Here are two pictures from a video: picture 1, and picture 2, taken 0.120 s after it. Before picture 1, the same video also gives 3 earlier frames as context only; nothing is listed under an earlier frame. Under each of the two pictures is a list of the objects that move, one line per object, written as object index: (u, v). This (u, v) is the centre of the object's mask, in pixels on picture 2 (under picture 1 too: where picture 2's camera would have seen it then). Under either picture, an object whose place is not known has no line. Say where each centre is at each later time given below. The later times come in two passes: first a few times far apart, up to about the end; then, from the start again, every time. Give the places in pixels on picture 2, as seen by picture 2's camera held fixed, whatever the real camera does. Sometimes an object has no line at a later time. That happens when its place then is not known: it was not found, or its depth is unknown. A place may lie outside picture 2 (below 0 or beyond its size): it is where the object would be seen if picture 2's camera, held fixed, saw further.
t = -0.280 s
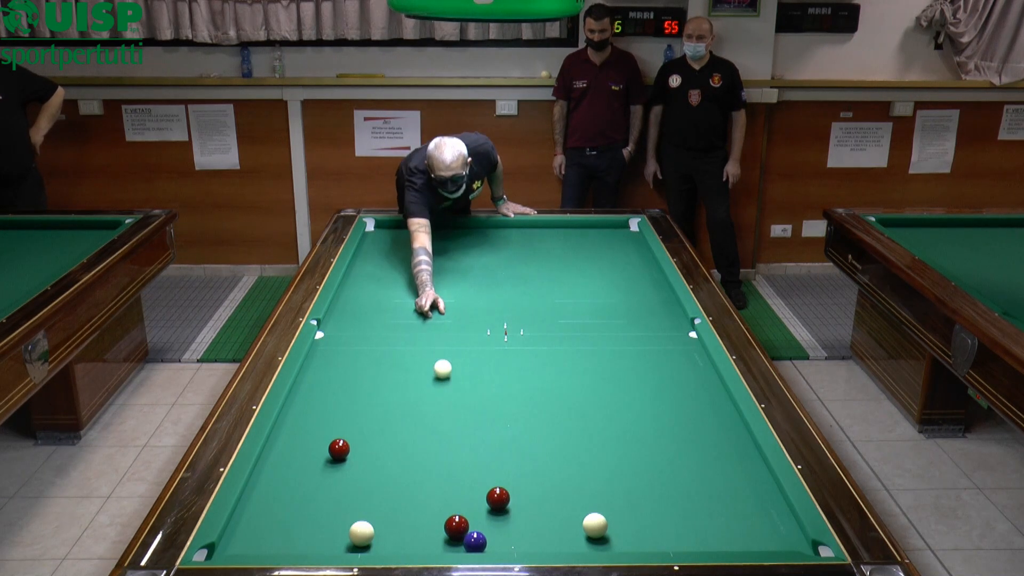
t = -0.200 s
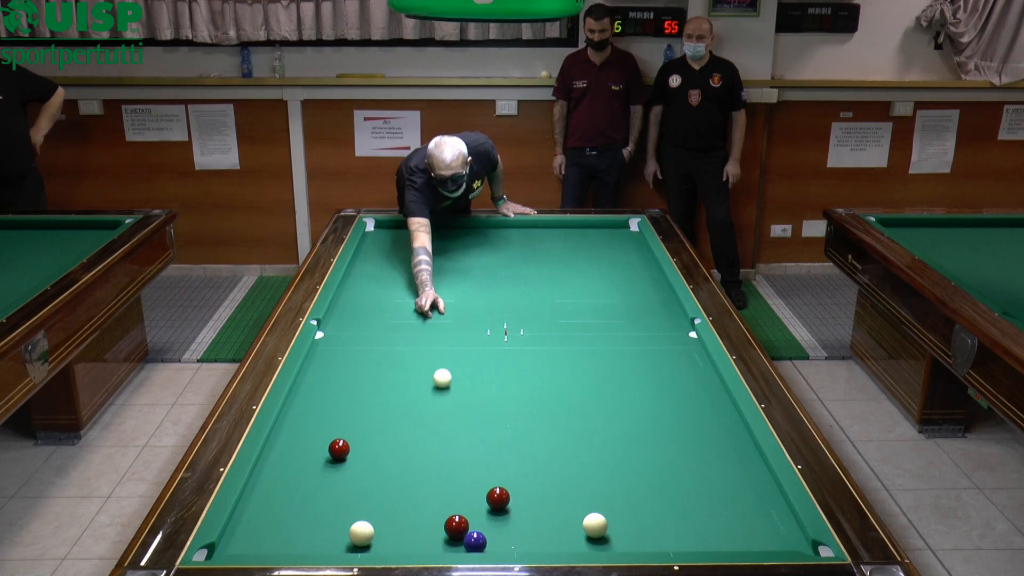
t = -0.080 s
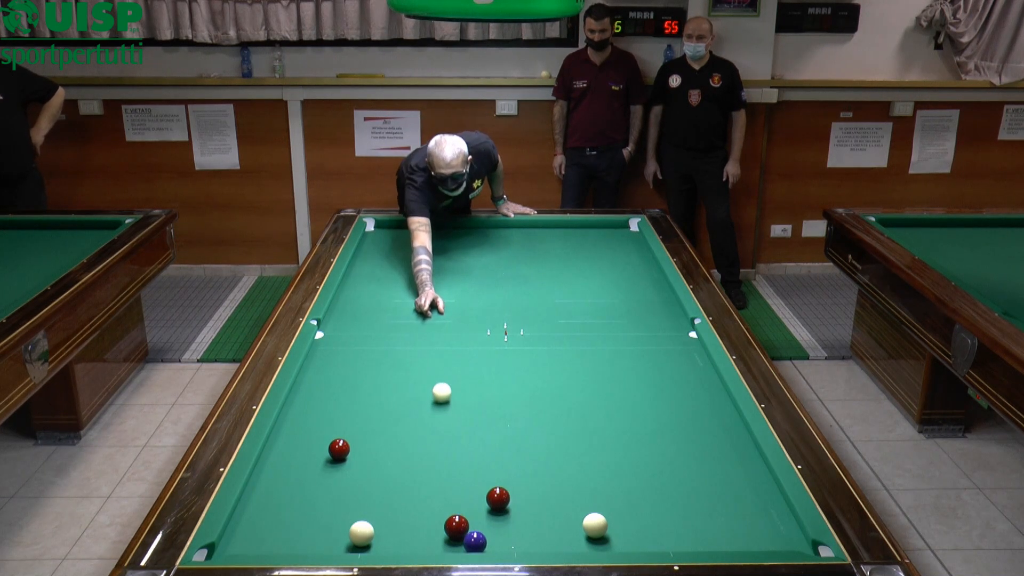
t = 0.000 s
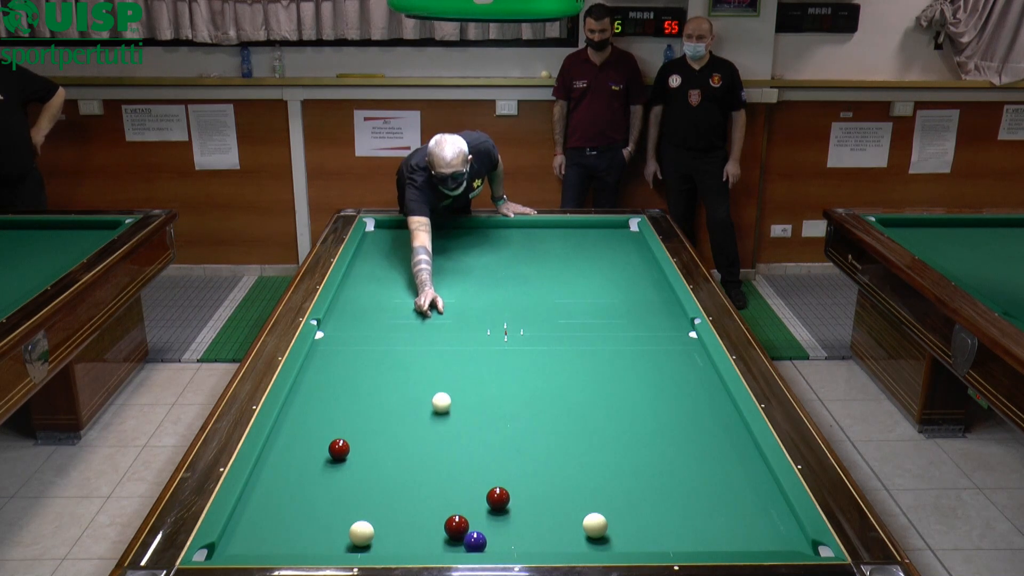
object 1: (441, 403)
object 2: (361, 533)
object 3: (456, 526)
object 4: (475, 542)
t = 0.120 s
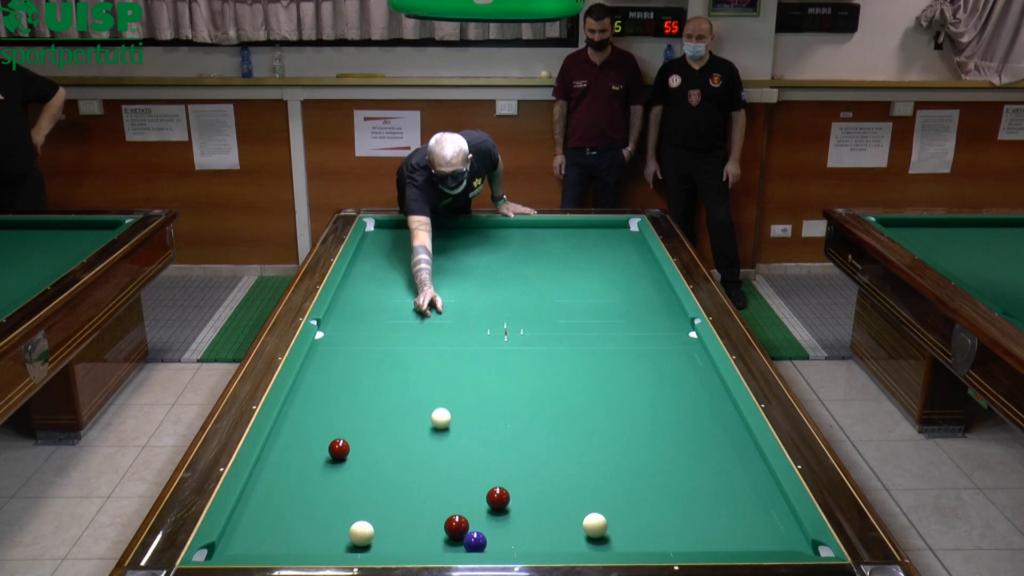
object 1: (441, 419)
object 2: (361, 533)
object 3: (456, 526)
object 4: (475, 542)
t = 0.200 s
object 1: (441, 430)
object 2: (361, 533)
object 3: (456, 526)
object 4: (475, 542)
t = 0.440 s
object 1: (439, 467)
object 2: (361, 533)
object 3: (456, 526)
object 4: (475, 542)
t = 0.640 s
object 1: (438, 500)
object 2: (362, 533)
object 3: (456, 526)
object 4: (475, 542)
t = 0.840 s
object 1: (423, 530)
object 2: (362, 533)
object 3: (465, 530)
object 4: (483, 546)
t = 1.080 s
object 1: (396, 545)
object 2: (361, 533)
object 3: (474, 531)
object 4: (503, 545)
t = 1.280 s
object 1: (387, 533)
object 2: (358, 533)
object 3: (481, 532)
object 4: (516, 540)
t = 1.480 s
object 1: (389, 520)
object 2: (347, 532)
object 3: (487, 532)
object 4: (528, 532)
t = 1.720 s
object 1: (390, 505)
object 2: (334, 531)
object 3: (494, 533)
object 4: (542, 523)
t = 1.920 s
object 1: (391, 494)
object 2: (325, 530)
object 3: (499, 533)
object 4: (552, 516)
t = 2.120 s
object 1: (392, 483)
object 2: (316, 529)
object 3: (503, 533)
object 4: (562, 510)
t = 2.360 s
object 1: (394, 471)
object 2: (306, 528)
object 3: (507, 533)
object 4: (574, 503)
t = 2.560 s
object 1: (395, 462)
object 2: (299, 527)
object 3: (509, 533)
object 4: (582, 497)
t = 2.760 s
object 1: (396, 453)
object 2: (292, 526)
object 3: (511, 533)
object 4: (590, 492)
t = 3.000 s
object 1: (397, 444)
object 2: (285, 525)
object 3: (513, 533)
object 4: (599, 486)
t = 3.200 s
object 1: (398, 437)
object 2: (279, 525)
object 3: (513, 533)
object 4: (606, 482)
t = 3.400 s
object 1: (399, 430)
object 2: (275, 524)
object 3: (513, 533)
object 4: (612, 478)
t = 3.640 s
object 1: (400, 422)
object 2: (270, 523)
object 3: (513, 533)
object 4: (619, 474)
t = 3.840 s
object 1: (402, 417)
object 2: (268, 523)
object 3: (513, 533)
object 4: (624, 471)
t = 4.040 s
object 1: (403, 411)
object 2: (265, 523)
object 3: (513, 533)
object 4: (628, 467)
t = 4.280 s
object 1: (404, 405)
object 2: (263, 522)
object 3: (513, 533)
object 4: (633, 464)
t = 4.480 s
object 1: (405, 400)
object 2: (262, 522)
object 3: (513, 533)
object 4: (637, 461)
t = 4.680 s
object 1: (406, 395)
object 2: (261, 521)
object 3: (513, 533)
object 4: (640, 459)
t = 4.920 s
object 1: (407, 390)
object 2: (261, 521)
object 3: (513, 533)
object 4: (644, 457)
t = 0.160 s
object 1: (441, 425)
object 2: (361, 533)
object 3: (456, 526)
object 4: (475, 542)
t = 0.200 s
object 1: (441, 430)
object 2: (361, 533)
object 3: (456, 526)
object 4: (475, 542)
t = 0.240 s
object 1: (440, 436)
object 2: (361, 533)
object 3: (456, 526)
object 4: (475, 542)
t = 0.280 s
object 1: (440, 442)
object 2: (361, 533)
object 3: (456, 526)
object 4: (475, 542)
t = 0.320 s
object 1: (440, 448)
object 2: (361, 533)
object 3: (456, 526)
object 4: (475, 542)
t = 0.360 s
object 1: (440, 454)
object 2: (361, 533)
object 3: (456, 526)
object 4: (475, 542)
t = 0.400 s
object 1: (440, 460)
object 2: (361, 533)
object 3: (456, 526)
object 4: (475, 542)
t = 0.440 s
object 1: (439, 467)
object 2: (361, 533)
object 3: (456, 526)
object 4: (475, 542)
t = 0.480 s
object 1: (439, 473)
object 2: (361, 533)
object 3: (456, 526)
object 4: (475, 542)
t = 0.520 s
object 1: (439, 480)
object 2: (361, 533)
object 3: (456, 527)
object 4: (475, 542)
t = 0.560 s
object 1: (439, 487)
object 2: (361, 533)
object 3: (456, 526)
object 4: (475, 542)
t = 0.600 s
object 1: (438, 493)
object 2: (361, 533)
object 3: (456, 526)
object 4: (475, 542)
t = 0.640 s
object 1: (438, 500)
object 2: (362, 533)
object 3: (456, 526)
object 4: (475, 542)
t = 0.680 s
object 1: (438, 507)
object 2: (361, 533)
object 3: (456, 526)
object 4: (475, 542)
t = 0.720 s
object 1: (437, 515)
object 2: (361, 533)
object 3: (457, 527)
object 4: (475, 542)
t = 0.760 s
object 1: (434, 520)
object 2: (361, 533)
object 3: (460, 528)
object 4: (475, 542)
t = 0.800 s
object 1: (428, 525)
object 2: (362, 533)
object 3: (463, 529)
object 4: (479, 544)
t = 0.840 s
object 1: (423, 530)
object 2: (362, 533)
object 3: (465, 530)
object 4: (483, 546)
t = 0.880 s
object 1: (418, 535)
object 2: (362, 533)
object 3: (466, 530)
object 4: (487, 547)
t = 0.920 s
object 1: (413, 540)
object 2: (362, 533)
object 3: (468, 531)
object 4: (491, 548)
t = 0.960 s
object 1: (408, 543)
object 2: (361, 533)
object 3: (470, 531)
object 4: (494, 548)
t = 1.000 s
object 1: (403, 546)
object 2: (362, 533)
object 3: (471, 531)
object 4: (497, 547)
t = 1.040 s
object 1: (399, 547)
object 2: (361, 533)
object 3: (472, 531)
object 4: (500, 546)
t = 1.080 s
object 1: (396, 545)
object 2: (361, 533)
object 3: (474, 531)
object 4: (503, 545)
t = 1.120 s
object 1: (394, 543)
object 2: (361, 533)
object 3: (475, 531)
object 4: (505, 544)
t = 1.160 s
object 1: (391, 541)
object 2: (362, 533)
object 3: (477, 532)
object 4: (508, 543)
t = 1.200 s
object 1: (389, 539)
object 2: (361, 533)
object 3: (478, 532)
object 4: (511, 542)
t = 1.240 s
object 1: (387, 536)
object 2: (361, 533)
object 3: (480, 532)
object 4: (513, 541)
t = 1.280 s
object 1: (387, 533)
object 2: (358, 533)
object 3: (481, 532)
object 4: (516, 540)
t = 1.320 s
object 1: (387, 530)
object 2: (356, 533)
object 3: (482, 532)
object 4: (518, 538)
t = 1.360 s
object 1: (388, 528)
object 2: (354, 533)
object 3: (484, 532)
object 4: (521, 537)
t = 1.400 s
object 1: (388, 525)
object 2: (351, 533)
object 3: (485, 532)
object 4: (523, 535)
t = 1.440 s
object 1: (388, 522)
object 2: (349, 532)
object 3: (486, 532)
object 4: (526, 533)
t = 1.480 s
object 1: (389, 520)
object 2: (347, 532)
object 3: (487, 532)
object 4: (528, 532)
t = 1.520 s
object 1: (389, 517)
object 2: (345, 532)
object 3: (488, 533)
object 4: (531, 530)
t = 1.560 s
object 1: (389, 515)
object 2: (343, 532)
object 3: (490, 533)
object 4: (533, 529)
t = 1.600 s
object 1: (389, 512)
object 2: (341, 531)
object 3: (491, 533)
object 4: (535, 527)
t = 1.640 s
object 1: (390, 509)
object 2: (338, 531)
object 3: (492, 533)
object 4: (537, 526)
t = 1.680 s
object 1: (390, 507)
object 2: (336, 531)
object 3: (493, 533)
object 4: (540, 524)
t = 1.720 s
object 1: (390, 505)
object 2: (334, 531)
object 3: (494, 533)
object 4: (542, 523)
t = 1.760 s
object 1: (390, 502)
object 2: (332, 531)
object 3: (495, 533)
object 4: (544, 522)
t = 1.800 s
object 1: (391, 500)
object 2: (330, 530)
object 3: (496, 533)
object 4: (546, 520)
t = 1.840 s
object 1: (391, 498)
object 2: (328, 530)
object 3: (497, 533)
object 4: (548, 519)
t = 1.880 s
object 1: (391, 496)
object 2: (327, 530)
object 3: (498, 533)
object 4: (550, 518)
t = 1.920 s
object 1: (391, 494)
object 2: (325, 530)
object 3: (499, 533)
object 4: (552, 516)
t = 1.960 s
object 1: (392, 491)
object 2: (323, 530)
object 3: (500, 533)
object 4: (555, 515)
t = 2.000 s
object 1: (392, 489)
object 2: (321, 530)
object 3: (500, 533)
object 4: (557, 514)
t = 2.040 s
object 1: (392, 487)
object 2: (319, 529)
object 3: (501, 533)
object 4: (559, 513)
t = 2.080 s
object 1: (392, 485)
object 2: (317, 529)
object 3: (502, 533)
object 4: (560, 511)
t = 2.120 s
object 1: (392, 483)
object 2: (316, 529)
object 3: (503, 533)
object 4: (562, 510)
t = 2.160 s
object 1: (393, 481)
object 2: (314, 529)
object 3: (504, 534)
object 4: (564, 509)
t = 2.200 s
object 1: (393, 479)
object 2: (312, 529)
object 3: (504, 534)
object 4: (566, 507)
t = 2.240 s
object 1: (393, 477)
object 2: (311, 528)
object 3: (505, 534)
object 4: (568, 506)
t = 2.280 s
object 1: (394, 475)
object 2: (309, 528)
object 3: (506, 533)
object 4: (570, 505)
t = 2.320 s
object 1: (394, 473)
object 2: (308, 528)
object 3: (506, 533)
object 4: (572, 504)
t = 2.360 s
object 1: (394, 471)
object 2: (306, 528)
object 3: (507, 533)
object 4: (574, 503)
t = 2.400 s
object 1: (395, 469)
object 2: (304, 528)
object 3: (507, 533)
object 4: (575, 502)
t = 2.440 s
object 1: (395, 467)
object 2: (303, 527)
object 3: (508, 533)
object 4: (577, 500)
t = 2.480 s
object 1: (395, 465)
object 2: (301, 527)
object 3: (508, 533)
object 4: (579, 500)
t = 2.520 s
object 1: (395, 464)
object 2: (300, 527)
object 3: (509, 533)
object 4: (580, 498)
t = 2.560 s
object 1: (395, 462)
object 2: (299, 527)
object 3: (509, 533)
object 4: (582, 497)
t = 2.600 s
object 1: (396, 460)
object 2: (297, 527)
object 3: (510, 533)
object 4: (584, 496)
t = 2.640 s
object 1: (396, 458)
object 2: (296, 527)
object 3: (510, 533)
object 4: (585, 495)
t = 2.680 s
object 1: (396, 457)
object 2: (294, 527)
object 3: (511, 533)
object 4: (587, 494)
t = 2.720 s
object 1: (396, 455)
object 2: (293, 526)
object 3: (511, 533)
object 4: (589, 493)
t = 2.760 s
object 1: (396, 453)
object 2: (292, 526)
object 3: (511, 533)
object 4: (590, 492)
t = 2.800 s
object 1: (396, 452)
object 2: (290, 526)
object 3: (512, 533)
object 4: (592, 491)
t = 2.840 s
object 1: (396, 450)
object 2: (289, 526)
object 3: (512, 533)
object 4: (593, 490)
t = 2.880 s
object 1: (397, 449)
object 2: (288, 526)
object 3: (512, 533)
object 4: (595, 489)
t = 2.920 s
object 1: (397, 447)
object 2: (287, 526)
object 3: (512, 533)
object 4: (596, 488)
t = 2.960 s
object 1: (397, 446)
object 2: (286, 525)
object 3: (513, 533)
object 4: (598, 487)
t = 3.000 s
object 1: (397, 444)
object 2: (285, 525)
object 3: (513, 533)
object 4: (599, 486)
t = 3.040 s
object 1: (397, 442)
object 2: (284, 525)
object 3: (513, 533)
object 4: (601, 486)
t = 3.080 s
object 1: (398, 441)
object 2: (283, 525)
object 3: (513, 533)
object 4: (602, 485)
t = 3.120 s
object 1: (398, 439)
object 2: (282, 525)
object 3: (513, 533)
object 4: (603, 484)
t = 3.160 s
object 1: (398, 438)
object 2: (280, 525)
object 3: (513, 533)
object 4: (605, 483)
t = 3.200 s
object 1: (398, 437)
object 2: (279, 525)
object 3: (513, 533)
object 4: (606, 482)
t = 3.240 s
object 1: (398, 435)
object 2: (278, 524)
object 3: (513, 533)
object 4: (607, 482)
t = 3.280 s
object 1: (399, 434)
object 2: (278, 524)
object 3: (513, 533)
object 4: (609, 481)
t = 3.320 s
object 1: (399, 433)
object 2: (277, 524)
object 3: (513, 533)
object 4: (610, 480)
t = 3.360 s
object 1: (399, 431)
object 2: (276, 524)
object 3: (513, 533)
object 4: (611, 479)
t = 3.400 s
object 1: (399, 430)
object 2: (275, 524)
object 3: (513, 533)
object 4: (612, 478)
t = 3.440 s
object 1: (399, 429)
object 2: (274, 524)
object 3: (513, 533)
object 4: (613, 478)
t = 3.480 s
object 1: (399, 427)
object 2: (273, 524)
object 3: (513, 533)
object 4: (614, 477)
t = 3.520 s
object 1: (400, 426)
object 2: (272, 524)
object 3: (513, 533)
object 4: (615, 476)
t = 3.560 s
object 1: (400, 425)
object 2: (272, 524)
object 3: (513, 533)
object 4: (617, 476)
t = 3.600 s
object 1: (400, 424)
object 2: (271, 524)
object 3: (513, 533)
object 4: (618, 475)
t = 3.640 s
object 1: (400, 422)
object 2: (270, 523)
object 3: (513, 533)
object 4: (619, 474)
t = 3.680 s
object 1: (401, 421)
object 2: (270, 523)
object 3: (513, 533)
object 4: (620, 473)
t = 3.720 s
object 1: (401, 420)
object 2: (269, 523)
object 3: (513, 533)
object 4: (621, 473)
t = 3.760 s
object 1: (401, 419)
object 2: (269, 523)
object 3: (513, 533)
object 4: (622, 472)
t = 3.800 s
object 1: (401, 418)
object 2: (268, 523)
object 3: (513, 533)
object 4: (623, 471)
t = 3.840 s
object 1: (402, 417)
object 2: (268, 523)
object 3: (513, 533)
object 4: (624, 471)
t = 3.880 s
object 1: (402, 415)
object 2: (267, 523)
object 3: (513, 533)
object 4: (625, 470)
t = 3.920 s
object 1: (402, 414)
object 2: (267, 523)
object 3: (513, 533)
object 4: (626, 469)
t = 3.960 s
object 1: (402, 413)
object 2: (266, 523)
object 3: (513, 533)
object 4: (627, 469)
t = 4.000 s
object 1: (403, 412)
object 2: (265, 523)
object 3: (513, 533)
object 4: (627, 468)
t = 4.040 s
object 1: (403, 411)
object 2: (265, 523)
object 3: (513, 533)
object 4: (628, 467)
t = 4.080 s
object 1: (403, 410)
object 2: (265, 522)
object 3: (513, 533)
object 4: (629, 467)
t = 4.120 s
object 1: (403, 409)
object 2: (264, 522)
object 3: (513, 533)
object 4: (630, 466)
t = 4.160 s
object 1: (404, 408)
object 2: (264, 522)
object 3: (513, 533)
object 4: (631, 466)
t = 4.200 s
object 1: (404, 407)
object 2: (264, 522)
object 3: (513, 533)
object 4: (632, 465)
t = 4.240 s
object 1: (404, 406)
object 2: (263, 522)
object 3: (513, 533)
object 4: (632, 465)
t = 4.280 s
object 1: (404, 405)
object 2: (263, 522)
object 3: (513, 533)
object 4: (633, 464)
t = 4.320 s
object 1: (405, 404)
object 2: (263, 522)
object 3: (513, 533)
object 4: (634, 464)
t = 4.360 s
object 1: (405, 403)
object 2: (263, 522)
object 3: (513, 533)
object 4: (635, 463)
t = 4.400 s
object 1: (405, 402)
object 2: (262, 522)
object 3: (513, 533)
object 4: (635, 462)
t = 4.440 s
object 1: (405, 401)
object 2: (262, 522)
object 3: (513, 533)
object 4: (636, 462)
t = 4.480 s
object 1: (405, 400)
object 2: (262, 522)
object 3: (513, 533)
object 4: (637, 461)
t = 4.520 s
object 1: (406, 399)
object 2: (262, 522)
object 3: (513, 533)
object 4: (638, 461)
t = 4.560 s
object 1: (406, 398)
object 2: (261, 521)
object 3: (513, 533)
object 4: (638, 461)
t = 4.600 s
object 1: (406, 397)
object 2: (261, 521)
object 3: (513, 533)
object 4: (639, 460)
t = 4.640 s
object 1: (406, 396)
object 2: (261, 521)
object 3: (513, 533)
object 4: (640, 460)
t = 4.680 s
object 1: (406, 395)
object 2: (261, 521)
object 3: (513, 533)
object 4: (640, 459)
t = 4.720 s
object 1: (407, 395)
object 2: (261, 521)
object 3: (513, 533)
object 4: (641, 459)
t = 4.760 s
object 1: (407, 394)
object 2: (261, 521)
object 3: (513, 533)
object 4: (642, 459)
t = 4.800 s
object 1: (407, 393)
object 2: (261, 521)
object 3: (513, 533)
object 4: (642, 458)
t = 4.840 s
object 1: (407, 392)
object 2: (261, 521)
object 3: (513, 533)
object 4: (643, 458)
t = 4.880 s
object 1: (407, 391)
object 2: (261, 521)
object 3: (513, 533)
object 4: (643, 458)
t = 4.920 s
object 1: (407, 390)
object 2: (261, 521)
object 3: (513, 533)
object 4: (644, 457)
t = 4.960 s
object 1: (407, 390)
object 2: (262, 521)
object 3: (513, 533)
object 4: (644, 457)
